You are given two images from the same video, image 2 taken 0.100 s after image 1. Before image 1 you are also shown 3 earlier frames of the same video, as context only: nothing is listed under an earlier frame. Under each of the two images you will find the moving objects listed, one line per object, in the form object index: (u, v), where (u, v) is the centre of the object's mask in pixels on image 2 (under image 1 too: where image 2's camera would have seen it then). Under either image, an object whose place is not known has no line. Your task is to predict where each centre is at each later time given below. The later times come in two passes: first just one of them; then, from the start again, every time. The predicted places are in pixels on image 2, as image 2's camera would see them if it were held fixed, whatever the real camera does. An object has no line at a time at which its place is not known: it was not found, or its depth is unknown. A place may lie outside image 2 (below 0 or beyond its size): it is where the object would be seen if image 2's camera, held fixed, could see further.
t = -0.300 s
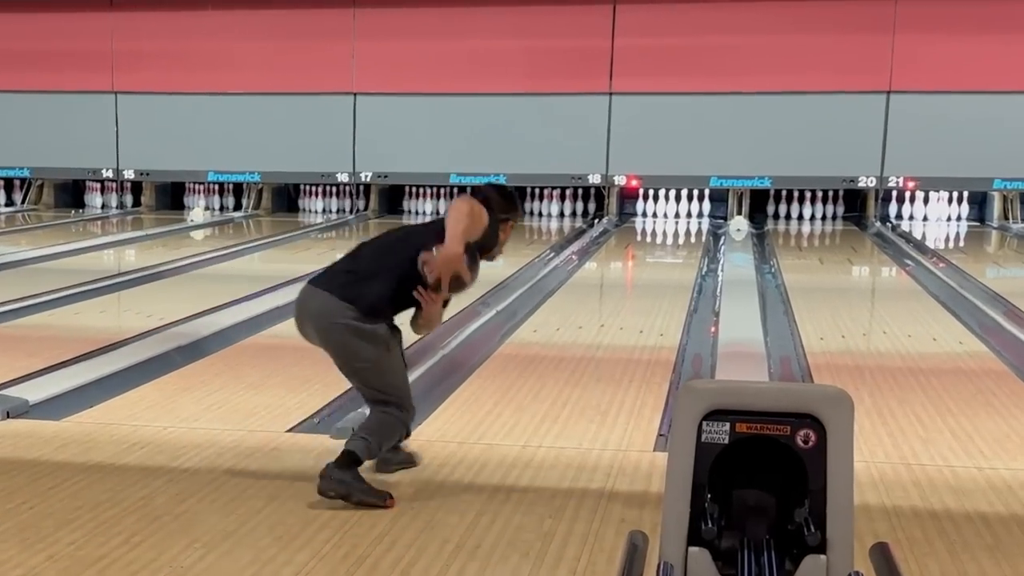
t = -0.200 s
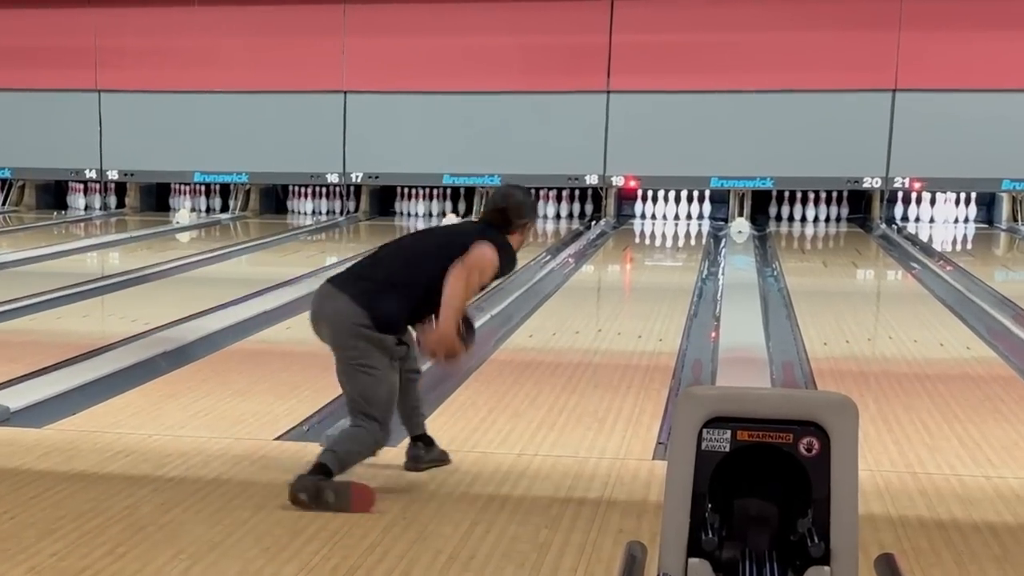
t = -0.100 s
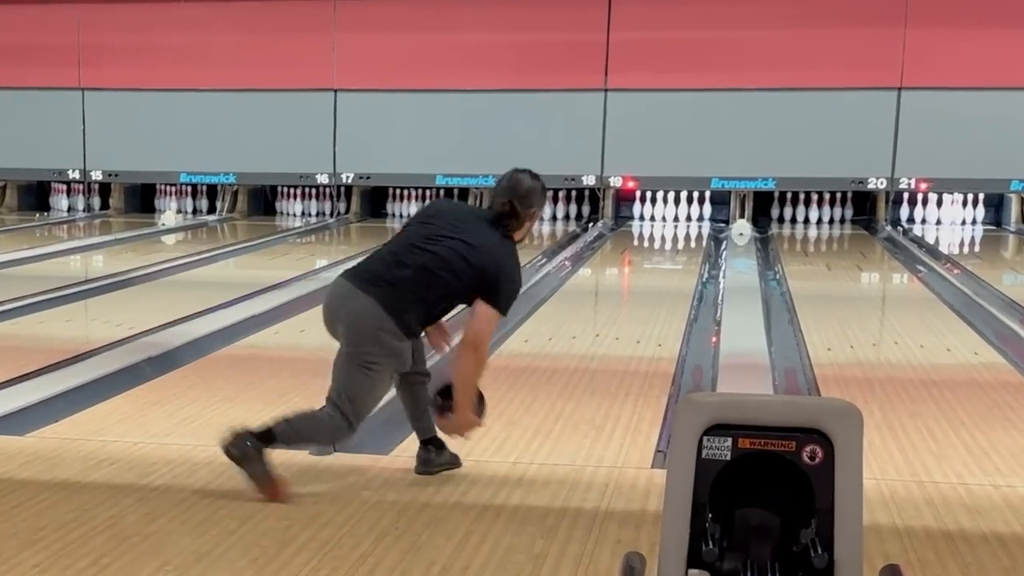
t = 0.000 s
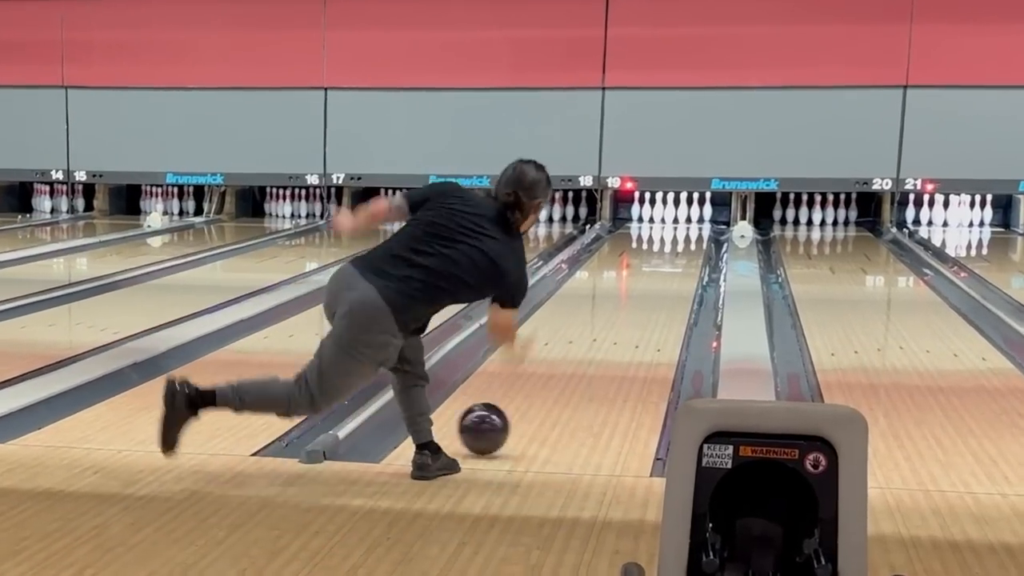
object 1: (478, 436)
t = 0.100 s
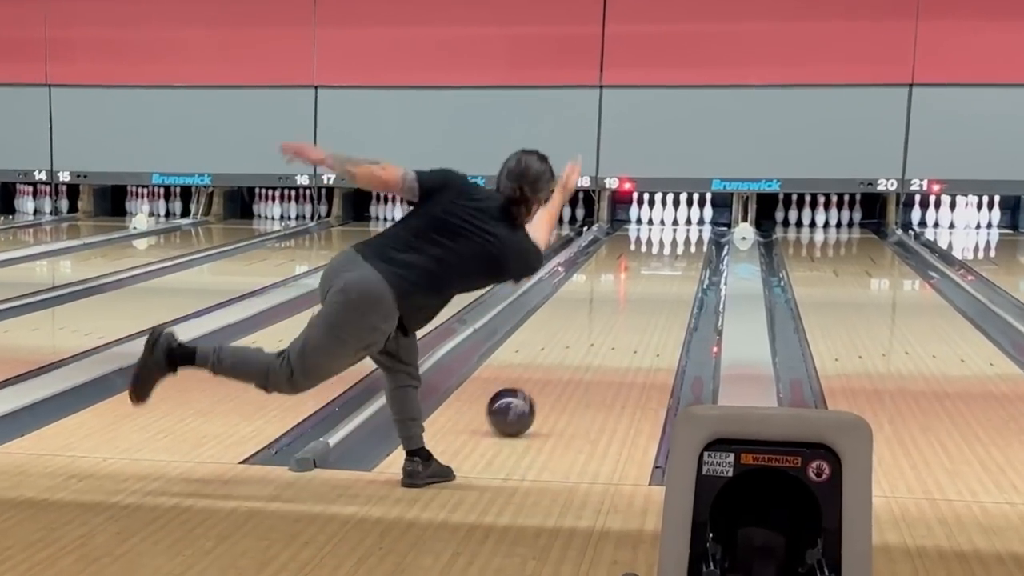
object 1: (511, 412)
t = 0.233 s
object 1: (546, 382)
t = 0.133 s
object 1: (520, 404)
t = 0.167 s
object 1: (529, 396)
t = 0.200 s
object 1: (538, 389)
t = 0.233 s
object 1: (546, 382)
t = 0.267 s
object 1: (554, 376)
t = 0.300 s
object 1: (561, 370)
